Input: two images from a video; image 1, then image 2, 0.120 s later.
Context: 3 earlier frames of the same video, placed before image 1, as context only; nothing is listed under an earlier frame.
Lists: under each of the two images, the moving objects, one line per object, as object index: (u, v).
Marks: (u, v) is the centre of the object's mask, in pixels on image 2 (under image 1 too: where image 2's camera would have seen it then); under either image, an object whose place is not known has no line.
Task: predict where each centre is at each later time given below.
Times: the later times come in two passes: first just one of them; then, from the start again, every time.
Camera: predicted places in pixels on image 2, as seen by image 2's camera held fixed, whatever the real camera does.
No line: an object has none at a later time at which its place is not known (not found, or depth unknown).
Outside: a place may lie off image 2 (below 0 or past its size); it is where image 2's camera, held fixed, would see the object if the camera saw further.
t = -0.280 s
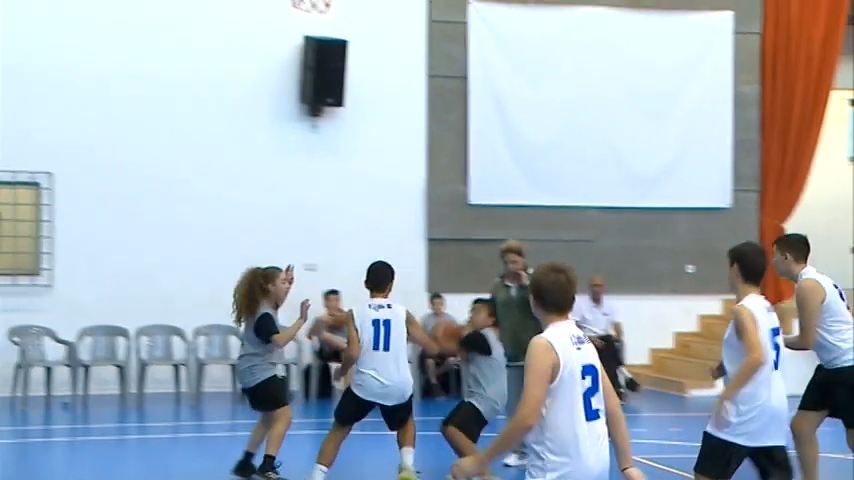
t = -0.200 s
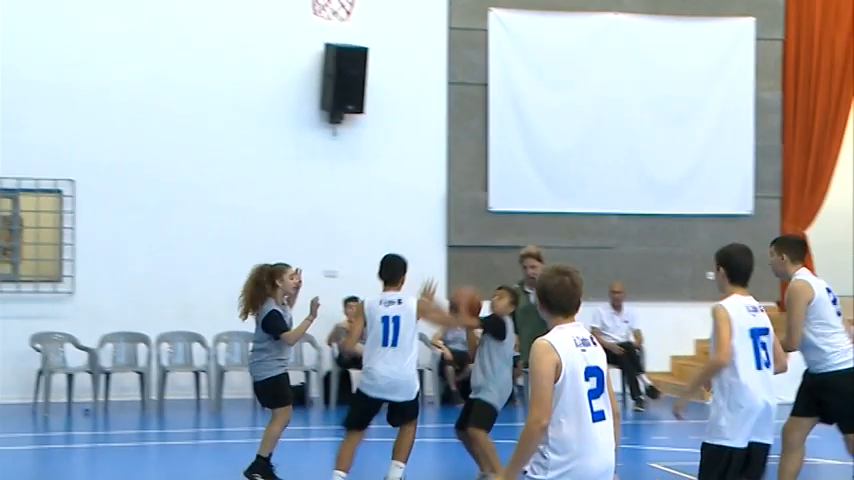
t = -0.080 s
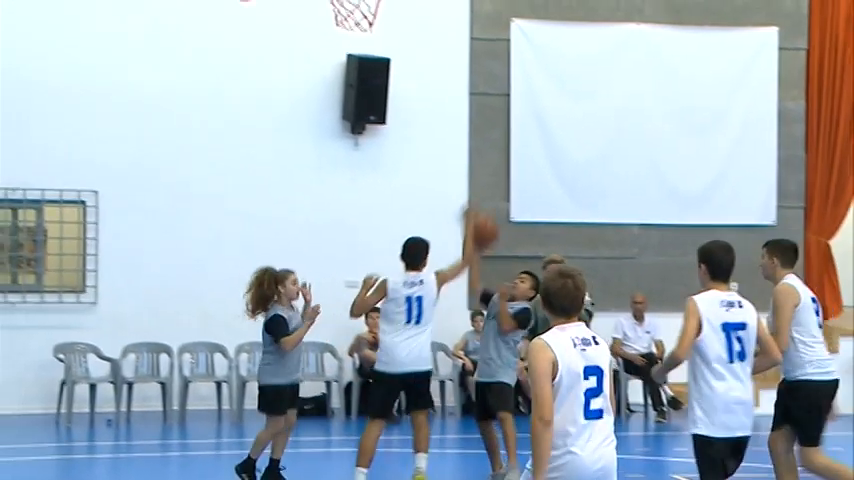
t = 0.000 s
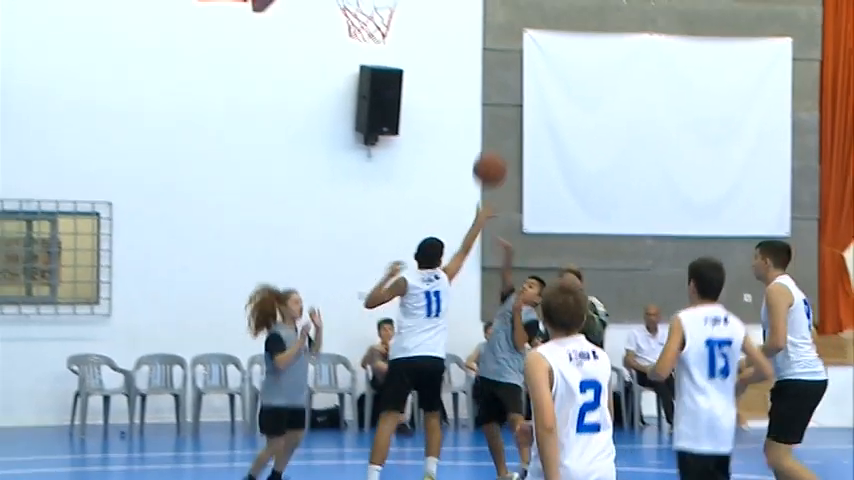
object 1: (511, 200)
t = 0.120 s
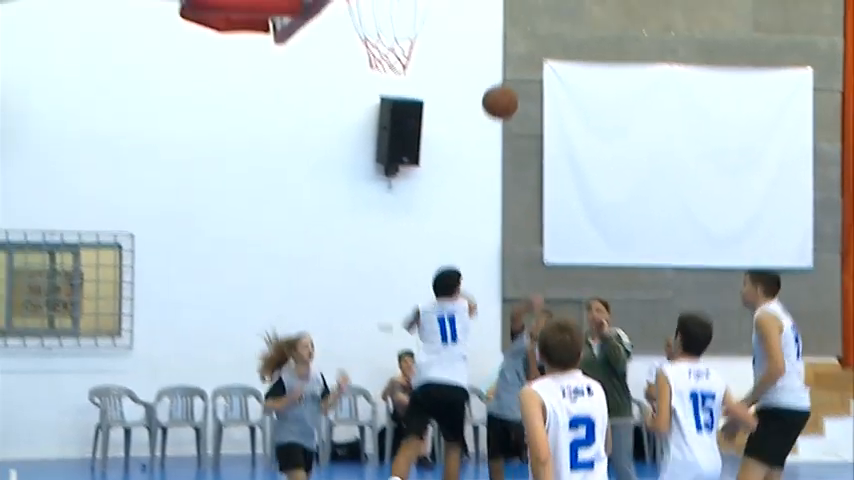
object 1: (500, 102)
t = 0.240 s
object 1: (488, 17)
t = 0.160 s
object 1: (496, 72)
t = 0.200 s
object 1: (492, 44)
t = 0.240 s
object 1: (488, 17)
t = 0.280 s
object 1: (484, -7)
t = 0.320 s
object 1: (480, -28)
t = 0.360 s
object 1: (476, -48)
